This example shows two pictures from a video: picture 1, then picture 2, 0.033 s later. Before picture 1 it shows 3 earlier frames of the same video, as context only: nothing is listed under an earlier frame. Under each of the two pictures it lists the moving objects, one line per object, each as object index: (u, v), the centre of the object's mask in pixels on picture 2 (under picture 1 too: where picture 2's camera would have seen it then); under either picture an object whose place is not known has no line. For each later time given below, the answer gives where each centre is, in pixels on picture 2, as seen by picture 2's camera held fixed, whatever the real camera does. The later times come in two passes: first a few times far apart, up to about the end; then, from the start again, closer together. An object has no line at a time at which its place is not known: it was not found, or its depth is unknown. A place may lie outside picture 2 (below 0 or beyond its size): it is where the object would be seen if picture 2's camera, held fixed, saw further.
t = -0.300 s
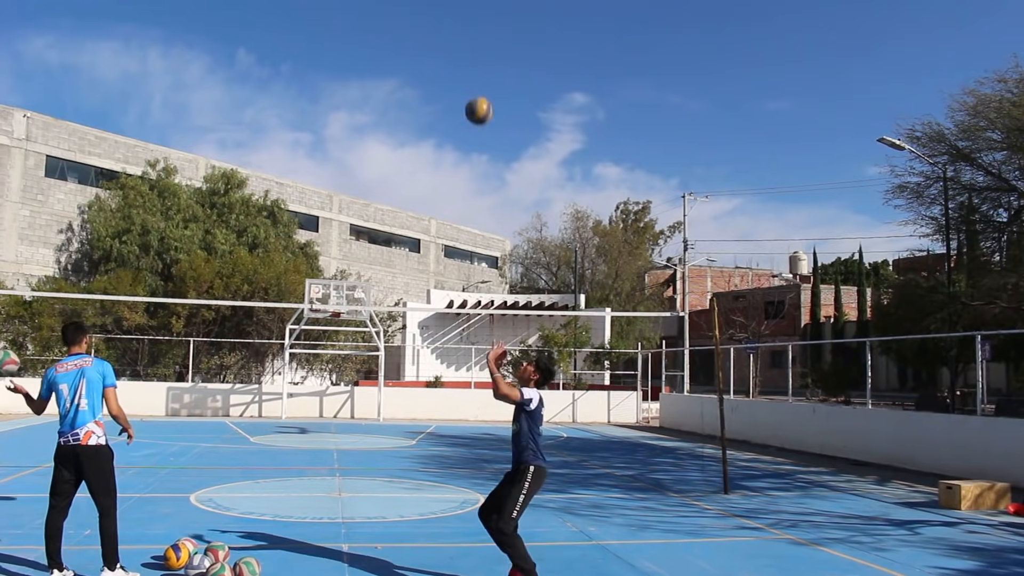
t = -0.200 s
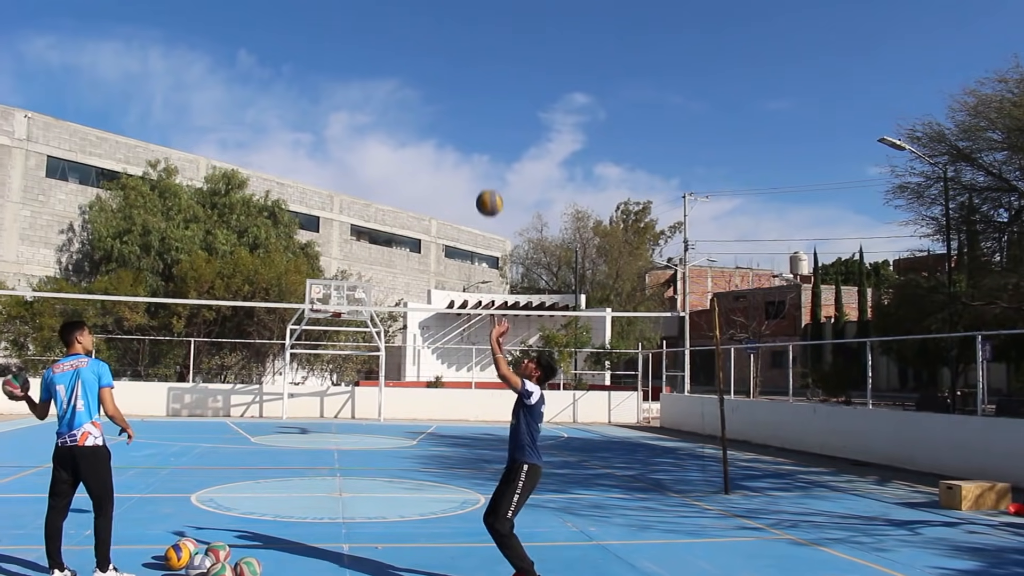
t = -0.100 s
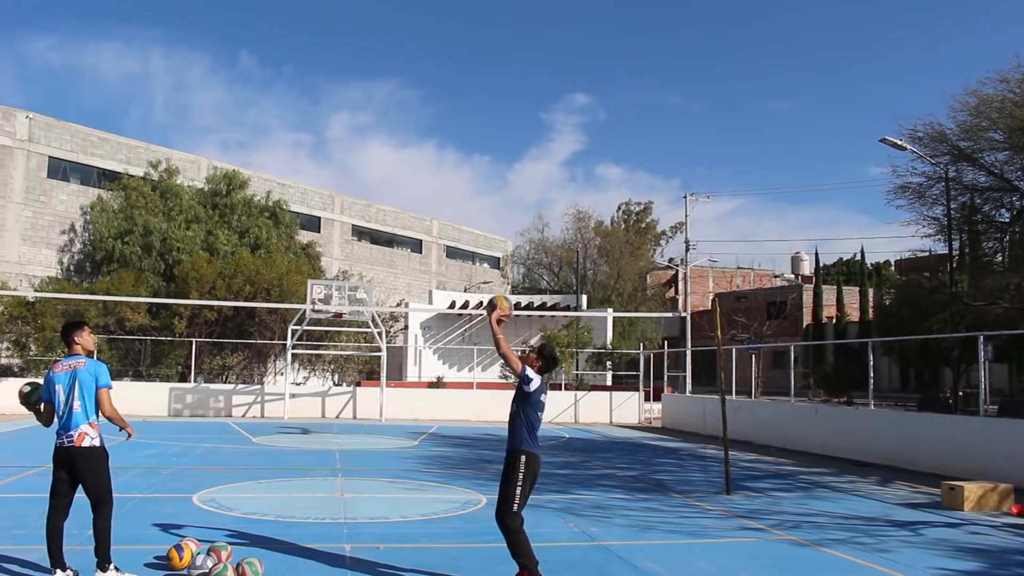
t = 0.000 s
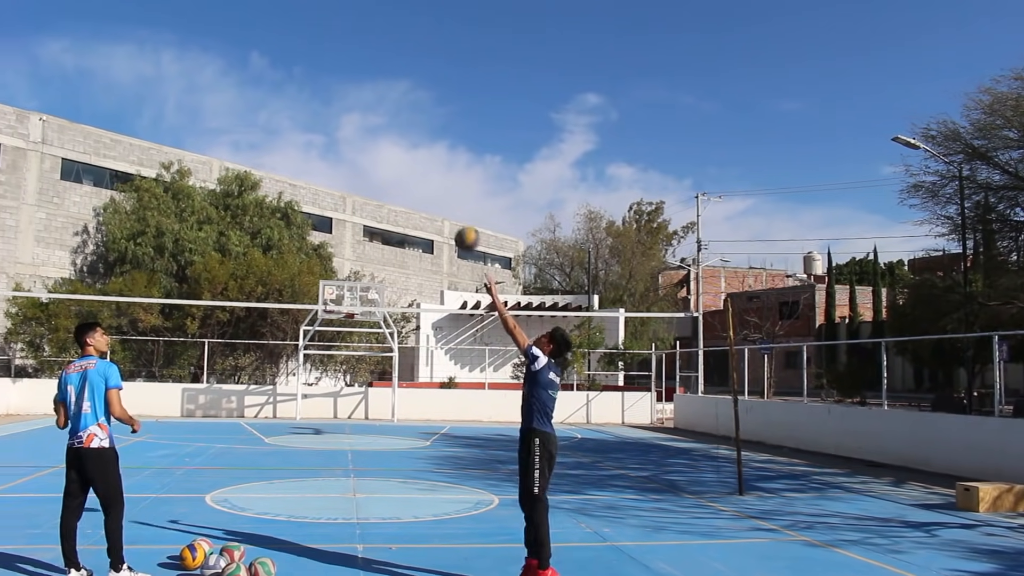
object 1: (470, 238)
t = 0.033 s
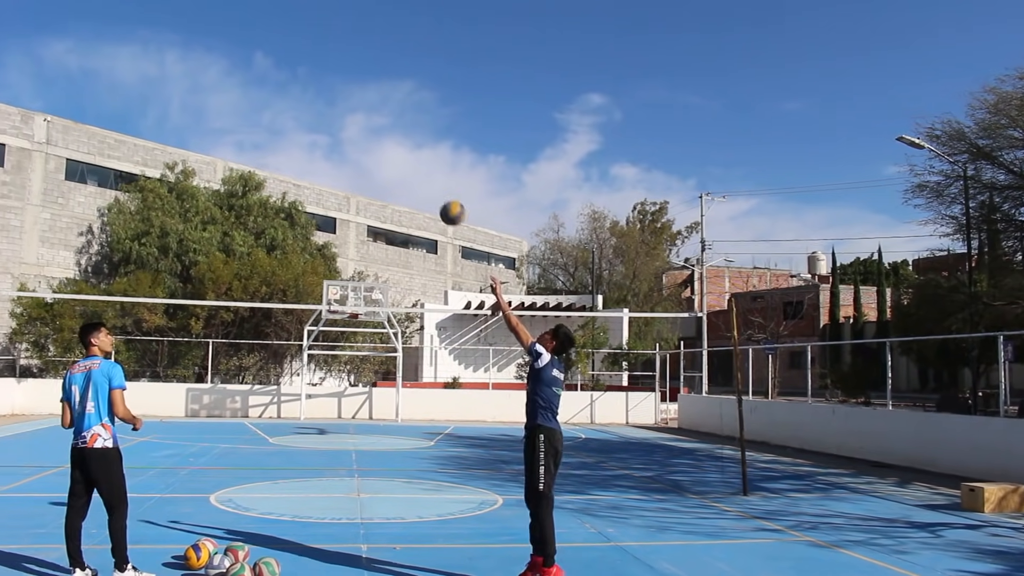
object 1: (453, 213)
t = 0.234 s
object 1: (353, 100)
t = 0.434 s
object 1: (271, 43)
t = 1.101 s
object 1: (38, 137)
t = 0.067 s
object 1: (435, 189)
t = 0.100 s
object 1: (417, 168)
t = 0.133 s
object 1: (400, 148)
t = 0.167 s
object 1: (384, 131)
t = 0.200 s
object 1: (368, 114)
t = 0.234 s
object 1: (353, 100)
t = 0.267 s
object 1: (338, 87)
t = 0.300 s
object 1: (323, 76)
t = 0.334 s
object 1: (310, 66)
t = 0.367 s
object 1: (297, 56)
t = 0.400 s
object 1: (284, 49)
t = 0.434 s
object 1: (271, 43)
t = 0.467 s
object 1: (259, 38)
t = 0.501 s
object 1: (247, 35)
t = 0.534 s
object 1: (234, 33)
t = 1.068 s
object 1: (49, 124)
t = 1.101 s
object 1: (38, 137)
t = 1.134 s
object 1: (28, 152)
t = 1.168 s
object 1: (19, 167)
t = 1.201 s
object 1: (9, 183)
